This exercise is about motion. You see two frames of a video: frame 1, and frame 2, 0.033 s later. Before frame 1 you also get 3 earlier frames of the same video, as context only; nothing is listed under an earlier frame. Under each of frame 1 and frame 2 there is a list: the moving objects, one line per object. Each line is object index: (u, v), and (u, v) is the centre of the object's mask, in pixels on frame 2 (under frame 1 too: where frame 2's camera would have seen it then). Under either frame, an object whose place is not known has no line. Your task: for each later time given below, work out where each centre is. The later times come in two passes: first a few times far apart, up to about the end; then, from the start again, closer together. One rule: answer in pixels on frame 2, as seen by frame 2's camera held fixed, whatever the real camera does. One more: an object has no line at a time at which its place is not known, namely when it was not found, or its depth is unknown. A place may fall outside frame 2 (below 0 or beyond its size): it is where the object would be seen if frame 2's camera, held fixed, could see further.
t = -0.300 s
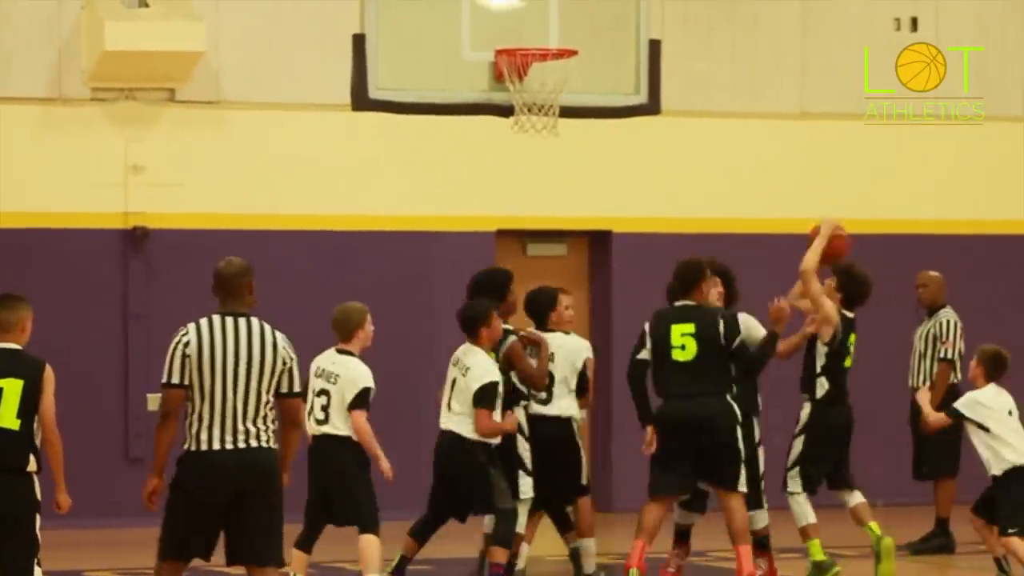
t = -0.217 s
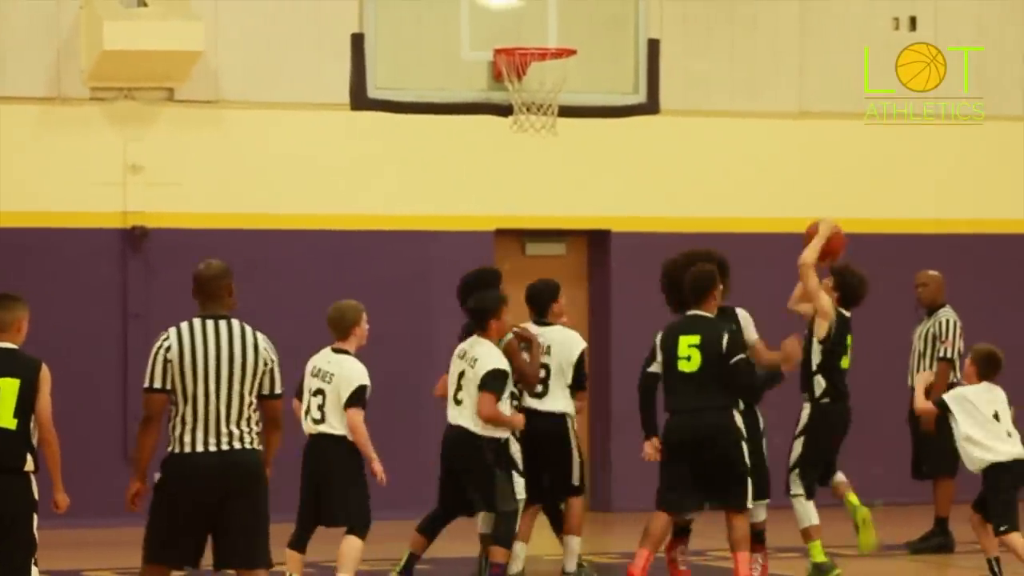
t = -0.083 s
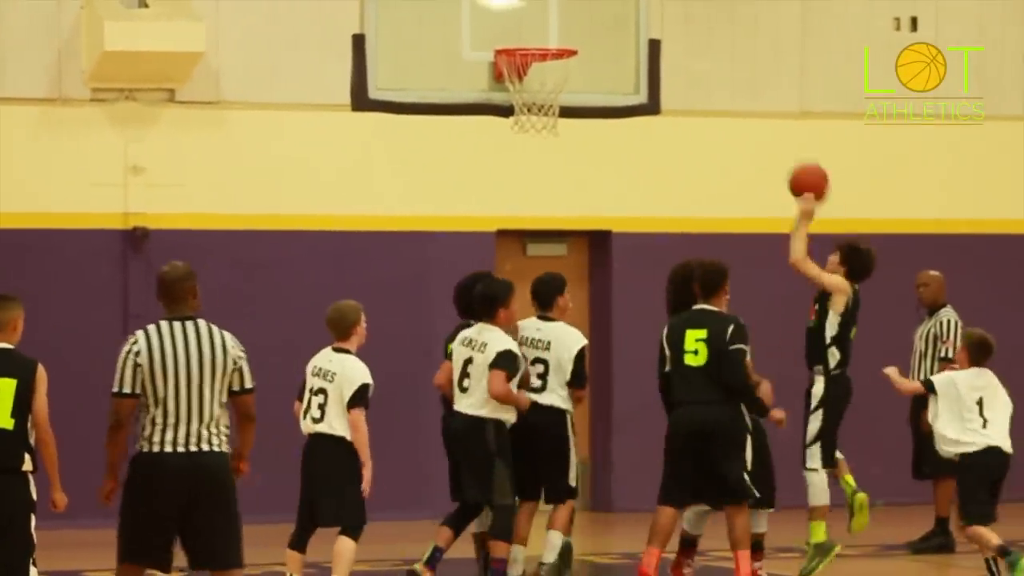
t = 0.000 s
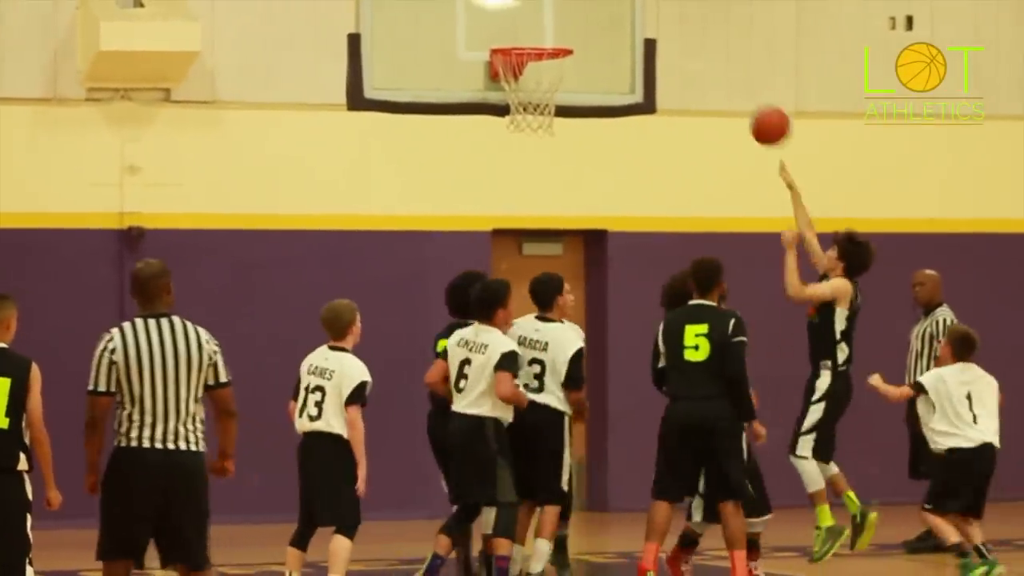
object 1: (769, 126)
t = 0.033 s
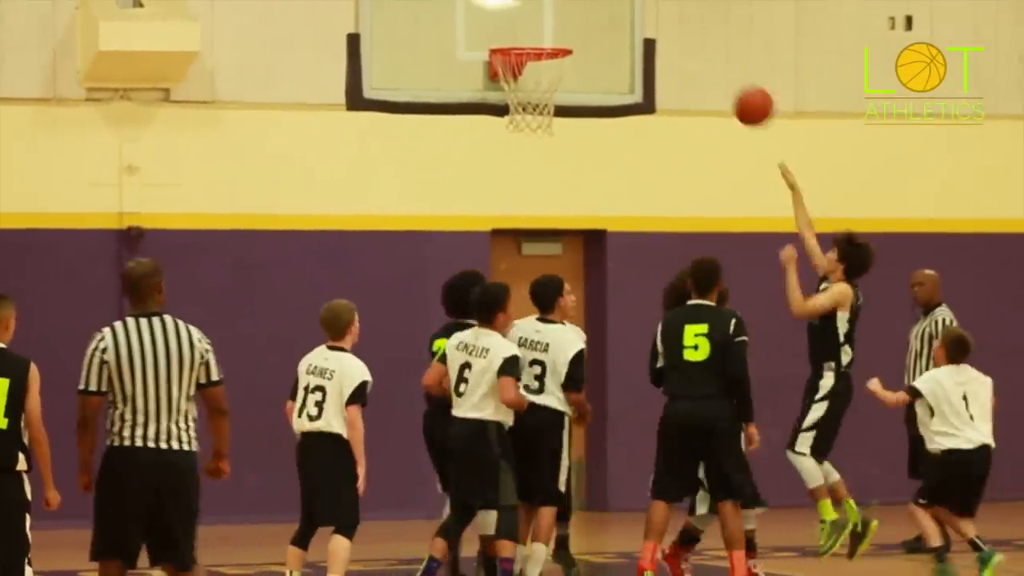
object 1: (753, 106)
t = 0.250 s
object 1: (649, 25)
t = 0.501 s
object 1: (550, 26)
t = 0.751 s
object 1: (550, 22)
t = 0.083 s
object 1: (729, 80)
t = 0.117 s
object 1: (713, 66)
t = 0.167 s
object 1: (689, 46)
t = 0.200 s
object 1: (673, 37)
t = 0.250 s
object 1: (649, 25)
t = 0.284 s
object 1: (633, 20)
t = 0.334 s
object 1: (610, 17)
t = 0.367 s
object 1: (594, 16)
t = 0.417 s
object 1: (570, 18)
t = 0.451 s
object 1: (555, 20)
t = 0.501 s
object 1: (550, 26)
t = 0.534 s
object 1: (548, 29)
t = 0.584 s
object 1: (548, 21)
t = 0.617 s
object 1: (548, 18)
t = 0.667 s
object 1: (549, 16)
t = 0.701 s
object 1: (549, 17)
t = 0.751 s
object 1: (550, 22)
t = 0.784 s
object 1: (550, 27)
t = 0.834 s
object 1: (548, 33)
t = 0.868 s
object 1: (543, 32)
